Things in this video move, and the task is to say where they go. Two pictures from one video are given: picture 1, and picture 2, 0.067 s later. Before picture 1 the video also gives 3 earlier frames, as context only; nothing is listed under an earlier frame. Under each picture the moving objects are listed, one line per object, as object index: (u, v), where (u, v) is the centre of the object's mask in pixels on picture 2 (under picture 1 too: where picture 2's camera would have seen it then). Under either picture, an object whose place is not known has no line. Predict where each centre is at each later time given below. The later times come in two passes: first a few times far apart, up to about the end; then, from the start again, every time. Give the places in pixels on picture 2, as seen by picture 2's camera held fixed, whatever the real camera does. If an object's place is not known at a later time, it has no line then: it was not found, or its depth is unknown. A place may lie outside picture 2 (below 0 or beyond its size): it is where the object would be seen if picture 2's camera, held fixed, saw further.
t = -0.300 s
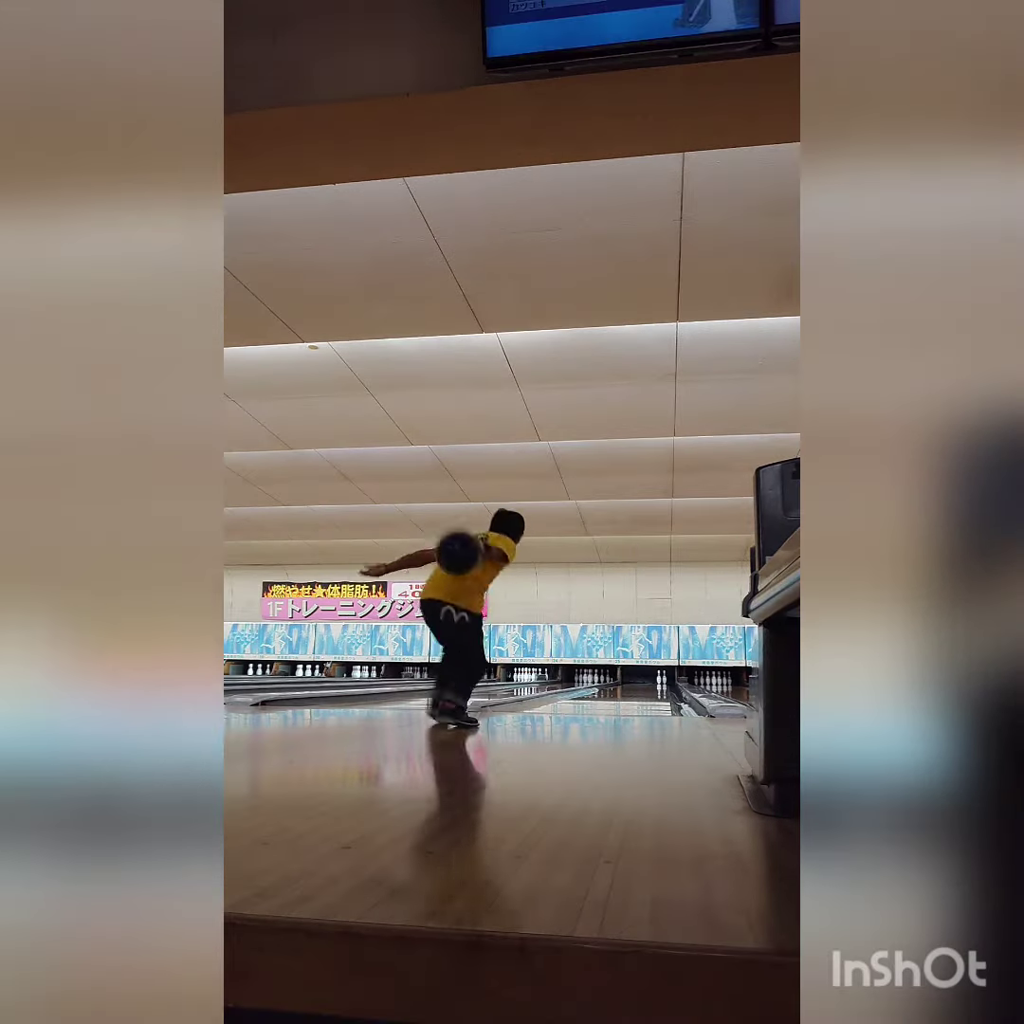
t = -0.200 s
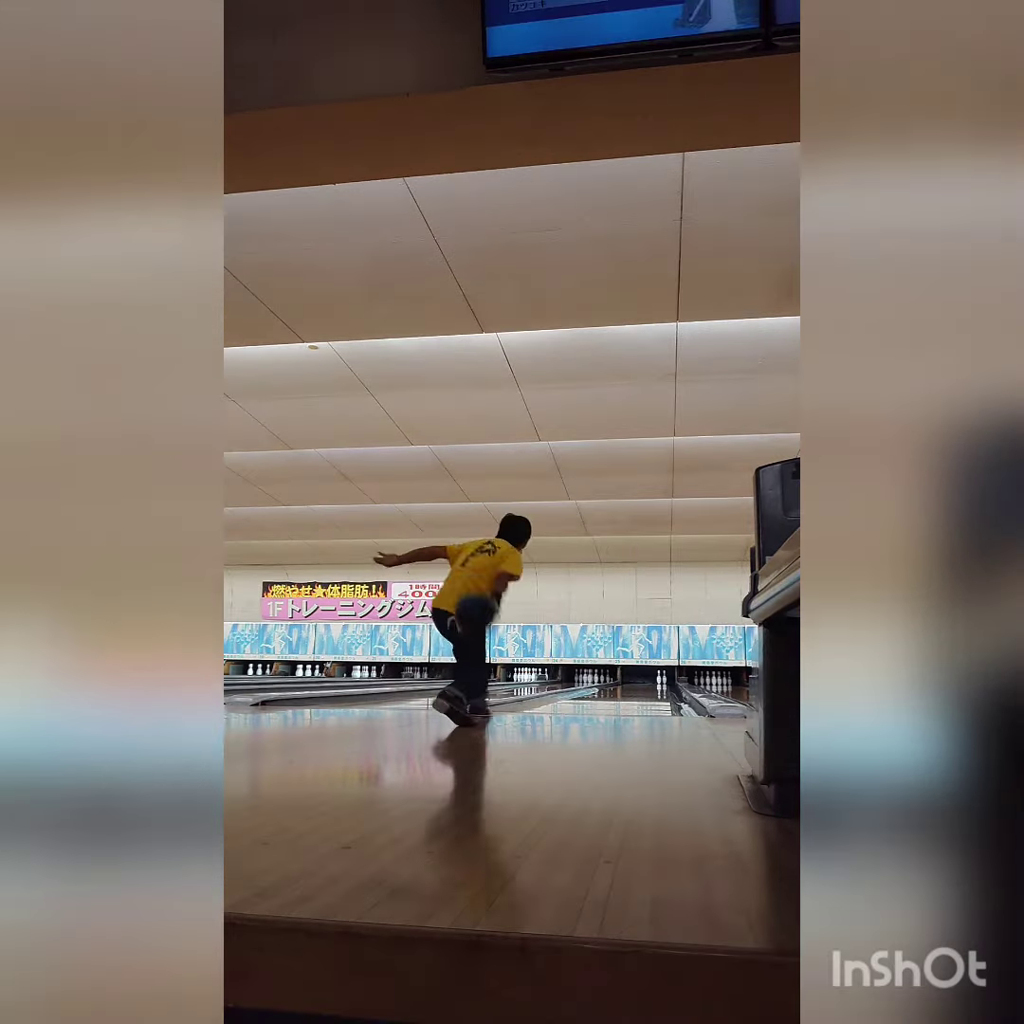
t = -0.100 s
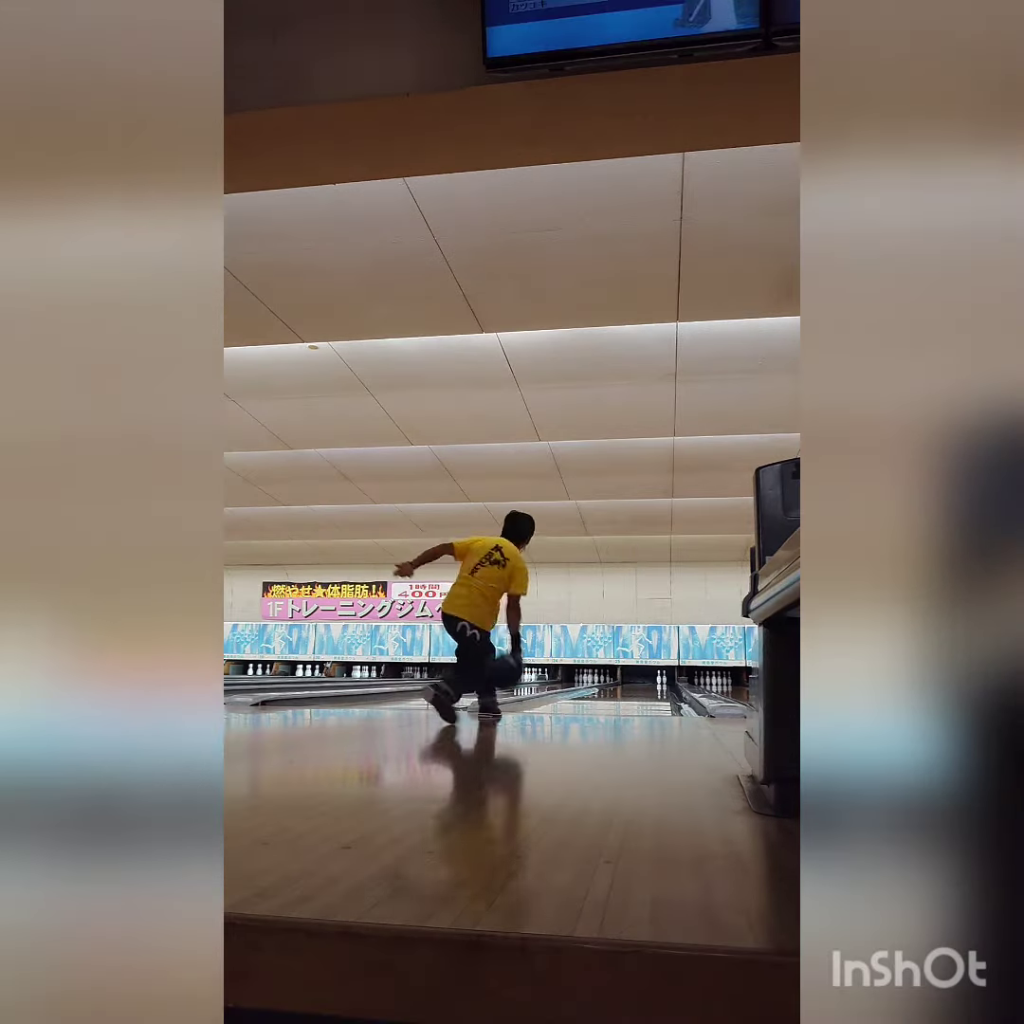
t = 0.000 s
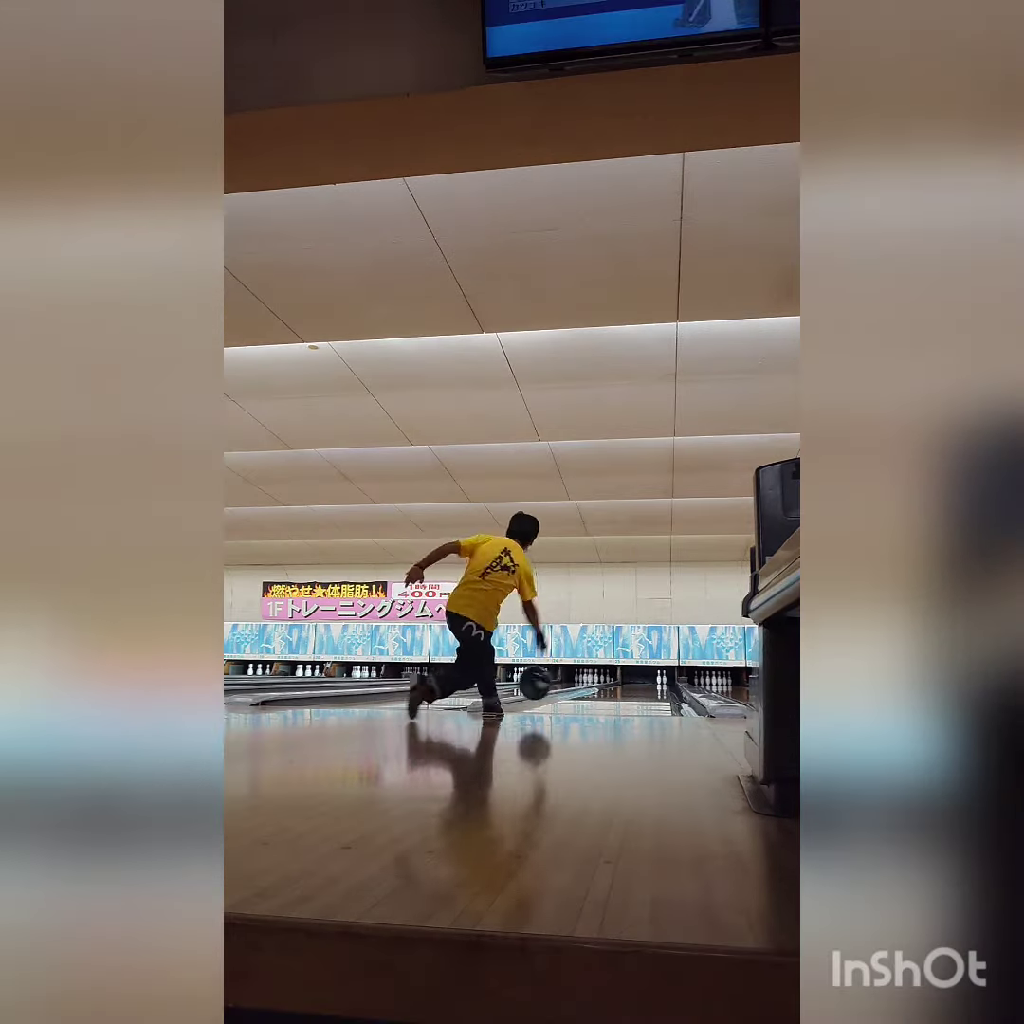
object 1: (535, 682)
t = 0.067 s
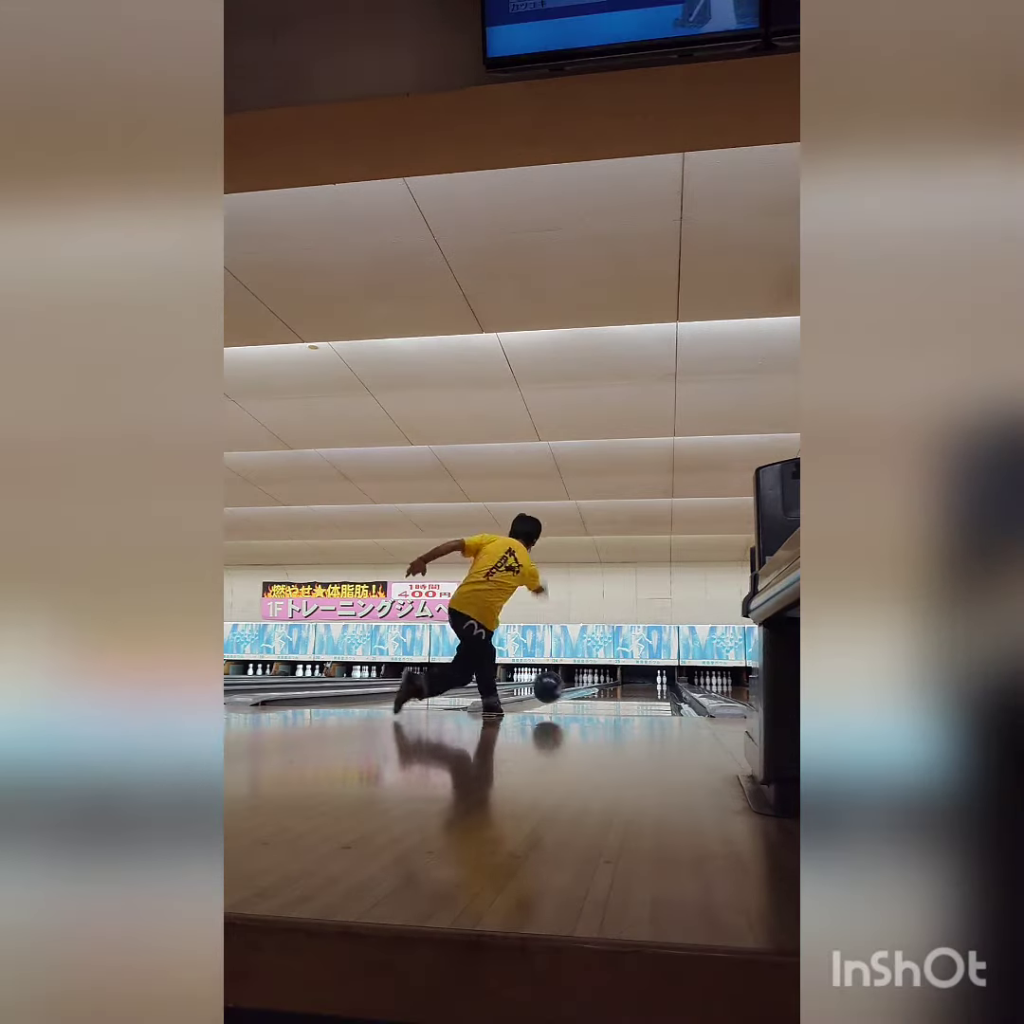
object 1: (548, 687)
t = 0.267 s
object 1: (577, 693)
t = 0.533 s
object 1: (602, 689)
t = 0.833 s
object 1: (620, 687)
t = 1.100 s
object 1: (630, 684)
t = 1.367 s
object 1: (639, 682)
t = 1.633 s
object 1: (644, 681)
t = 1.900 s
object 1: (649, 681)
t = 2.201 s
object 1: (653, 680)
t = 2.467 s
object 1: (657, 680)
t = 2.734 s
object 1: (658, 679)
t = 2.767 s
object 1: (658, 680)
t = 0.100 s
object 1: (554, 691)
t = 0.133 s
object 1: (559, 695)
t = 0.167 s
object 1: (564, 693)
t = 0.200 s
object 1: (568, 693)
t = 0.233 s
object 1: (573, 693)
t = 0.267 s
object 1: (577, 693)
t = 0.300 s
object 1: (581, 692)
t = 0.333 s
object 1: (585, 691)
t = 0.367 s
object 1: (588, 691)
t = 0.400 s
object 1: (591, 691)
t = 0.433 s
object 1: (594, 690)
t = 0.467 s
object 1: (597, 690)
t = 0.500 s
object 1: (600, 689)
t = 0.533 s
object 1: (602, 689)
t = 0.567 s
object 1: (604, 689)
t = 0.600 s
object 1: (606, 688)
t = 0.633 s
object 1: (609, 688)
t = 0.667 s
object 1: (611, 687)
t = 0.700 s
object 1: (614, 687)
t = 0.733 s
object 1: (615, 687)
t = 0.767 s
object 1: (616, 687)
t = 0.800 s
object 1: (618, 687)
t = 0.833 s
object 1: (620, 687)
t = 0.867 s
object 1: (621, 686)
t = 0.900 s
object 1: (623, 686)
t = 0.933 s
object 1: (624, 686)
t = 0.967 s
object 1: (626, 685)
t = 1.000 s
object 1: (627, 685)
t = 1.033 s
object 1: (628, 685)
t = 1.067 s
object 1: (629, 685)
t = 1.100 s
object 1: (630, 684)
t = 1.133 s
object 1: (631, 684)
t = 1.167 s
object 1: (632, 683)
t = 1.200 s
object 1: (633, 683)
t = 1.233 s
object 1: (635, 683)
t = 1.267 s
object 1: (636, 682)
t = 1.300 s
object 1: (637, 682)
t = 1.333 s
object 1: (638, 682)
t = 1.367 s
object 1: (639, 682)
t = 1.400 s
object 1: (640, 682)
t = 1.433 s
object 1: (640, 682)
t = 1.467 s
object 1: (641, 682)
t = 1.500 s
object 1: (642, 682)
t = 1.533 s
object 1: (643, 682)
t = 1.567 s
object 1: (643, 682)
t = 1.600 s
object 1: (644, 682)
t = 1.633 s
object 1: (644, 681)
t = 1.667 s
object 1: (645, 682)
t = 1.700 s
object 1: (646, 682)
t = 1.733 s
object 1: (647, 682)
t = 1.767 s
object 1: (647, 681)
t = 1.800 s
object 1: (647, 681)
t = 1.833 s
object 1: (648, 681)
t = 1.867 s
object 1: (649, 681)
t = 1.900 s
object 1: (649, 681)
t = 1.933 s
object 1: (650, 681)
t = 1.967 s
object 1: (650, 681)
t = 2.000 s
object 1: (651, 680)
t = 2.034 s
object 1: (652, 680)
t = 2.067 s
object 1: (652, 680)
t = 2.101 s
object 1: (652, 680)
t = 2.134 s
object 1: (652, 680)
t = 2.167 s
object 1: (653, 680)
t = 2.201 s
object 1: (653, 680)
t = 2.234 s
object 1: (653, 680)
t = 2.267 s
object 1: (654, 680)
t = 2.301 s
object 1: (655, 680)
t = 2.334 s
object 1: (655, 680)
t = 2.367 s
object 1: (656, 680)
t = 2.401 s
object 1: (656, 680)
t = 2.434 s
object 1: (656, 680)
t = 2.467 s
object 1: (657, 680)
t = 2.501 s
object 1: (657, 680)
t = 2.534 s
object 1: (657, 680)
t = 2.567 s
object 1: (657, 680)
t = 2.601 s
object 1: (657, 680)
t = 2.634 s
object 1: (657, 680)
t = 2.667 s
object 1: (657, 680)
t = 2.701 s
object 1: (657, 680)
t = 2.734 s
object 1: (658, 679)
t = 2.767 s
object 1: (658, 680)
